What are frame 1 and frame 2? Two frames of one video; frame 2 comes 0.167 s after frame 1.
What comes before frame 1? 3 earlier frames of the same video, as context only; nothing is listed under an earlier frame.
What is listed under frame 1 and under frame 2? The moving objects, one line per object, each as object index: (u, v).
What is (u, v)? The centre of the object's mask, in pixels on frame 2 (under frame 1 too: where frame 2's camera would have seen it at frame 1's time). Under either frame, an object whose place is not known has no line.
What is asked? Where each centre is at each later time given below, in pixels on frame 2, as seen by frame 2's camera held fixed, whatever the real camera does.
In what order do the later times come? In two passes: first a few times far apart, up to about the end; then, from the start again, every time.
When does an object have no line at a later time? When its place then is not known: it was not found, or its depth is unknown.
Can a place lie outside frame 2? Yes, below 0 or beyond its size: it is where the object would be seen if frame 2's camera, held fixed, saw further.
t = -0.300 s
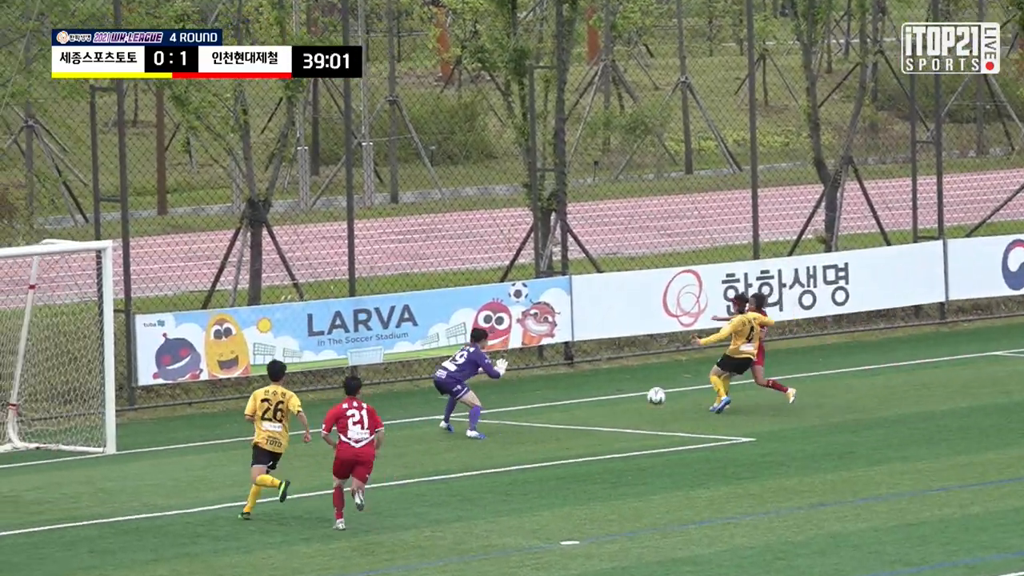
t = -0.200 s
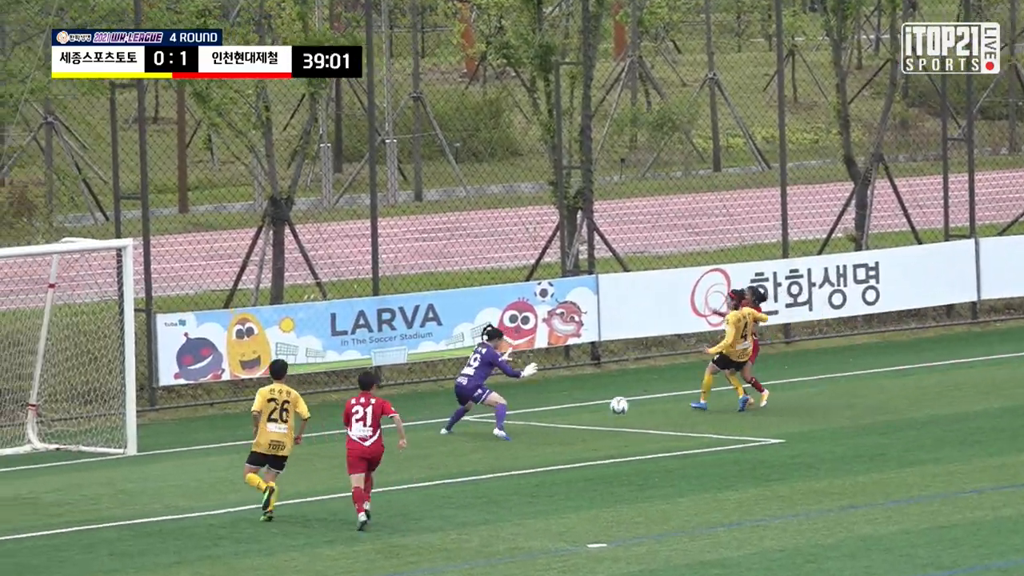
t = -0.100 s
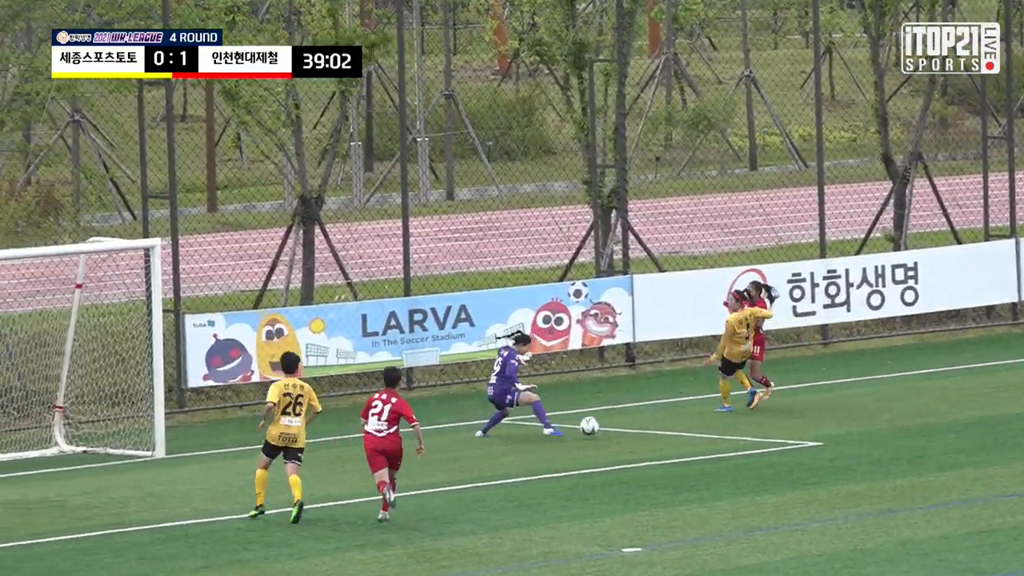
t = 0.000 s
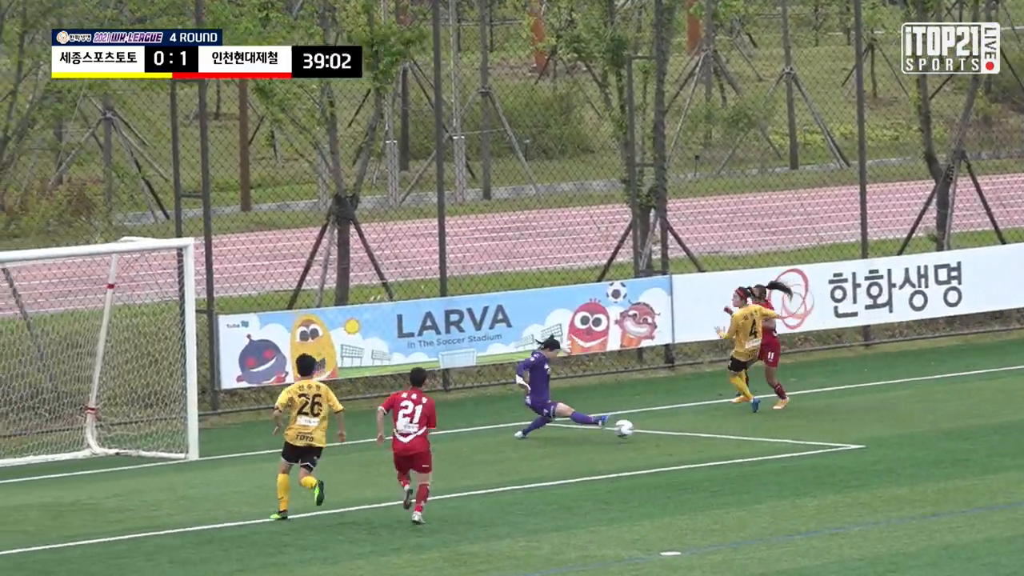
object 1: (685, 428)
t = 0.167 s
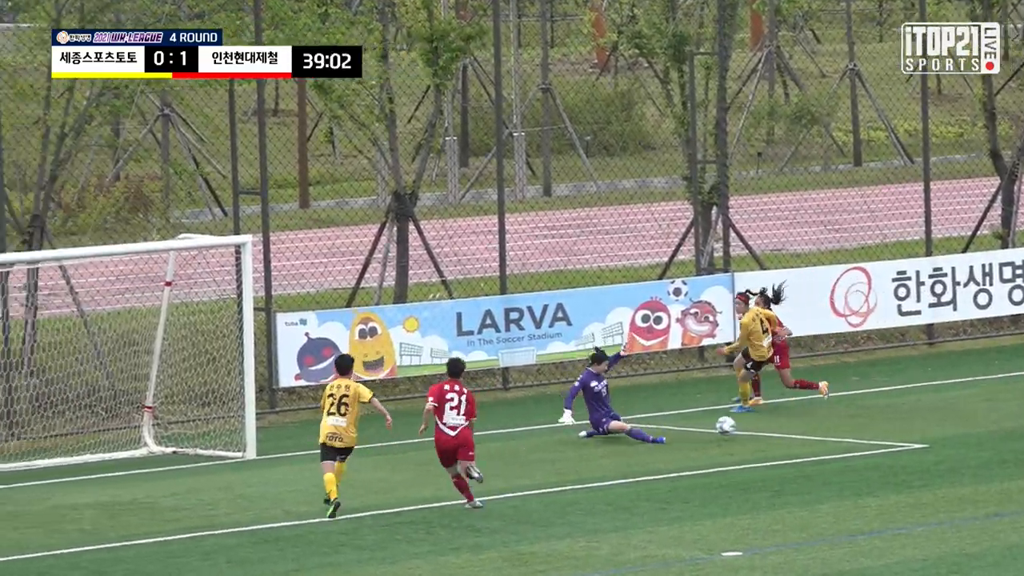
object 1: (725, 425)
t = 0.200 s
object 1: (734, 427)
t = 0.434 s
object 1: (775, 428)
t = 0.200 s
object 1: (734, 427)
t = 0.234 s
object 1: (742, 429)
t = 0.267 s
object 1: (748, 428)
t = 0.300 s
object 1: (753, 426)
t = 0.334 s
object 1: (758, 425)
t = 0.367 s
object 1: (764, 425)
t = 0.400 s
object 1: (769, 426)
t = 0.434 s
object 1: (775, 428)
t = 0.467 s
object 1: (780, 427)
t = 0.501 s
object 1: (785, 427)
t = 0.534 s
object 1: (789, 426)
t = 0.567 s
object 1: (795, 426)
